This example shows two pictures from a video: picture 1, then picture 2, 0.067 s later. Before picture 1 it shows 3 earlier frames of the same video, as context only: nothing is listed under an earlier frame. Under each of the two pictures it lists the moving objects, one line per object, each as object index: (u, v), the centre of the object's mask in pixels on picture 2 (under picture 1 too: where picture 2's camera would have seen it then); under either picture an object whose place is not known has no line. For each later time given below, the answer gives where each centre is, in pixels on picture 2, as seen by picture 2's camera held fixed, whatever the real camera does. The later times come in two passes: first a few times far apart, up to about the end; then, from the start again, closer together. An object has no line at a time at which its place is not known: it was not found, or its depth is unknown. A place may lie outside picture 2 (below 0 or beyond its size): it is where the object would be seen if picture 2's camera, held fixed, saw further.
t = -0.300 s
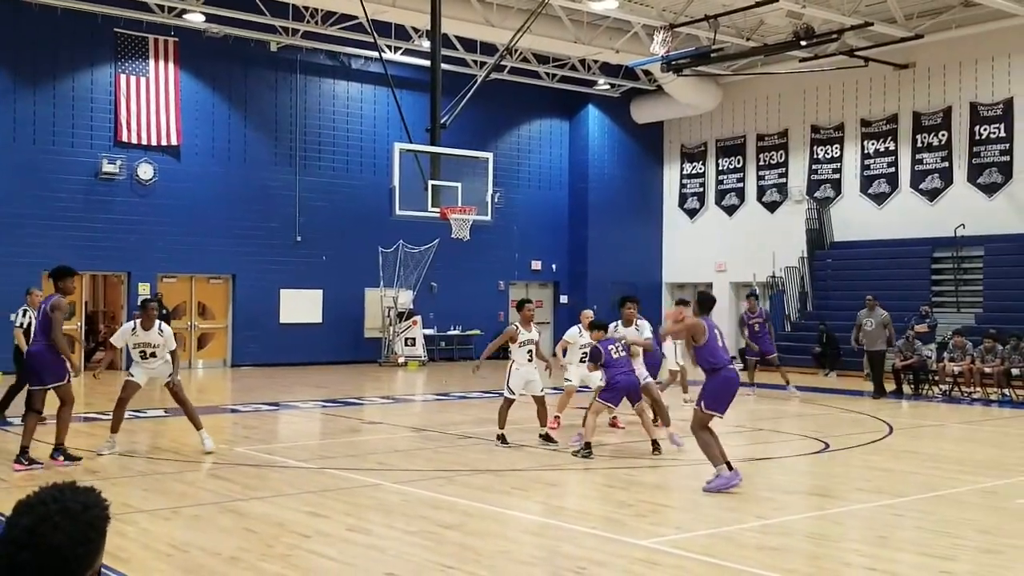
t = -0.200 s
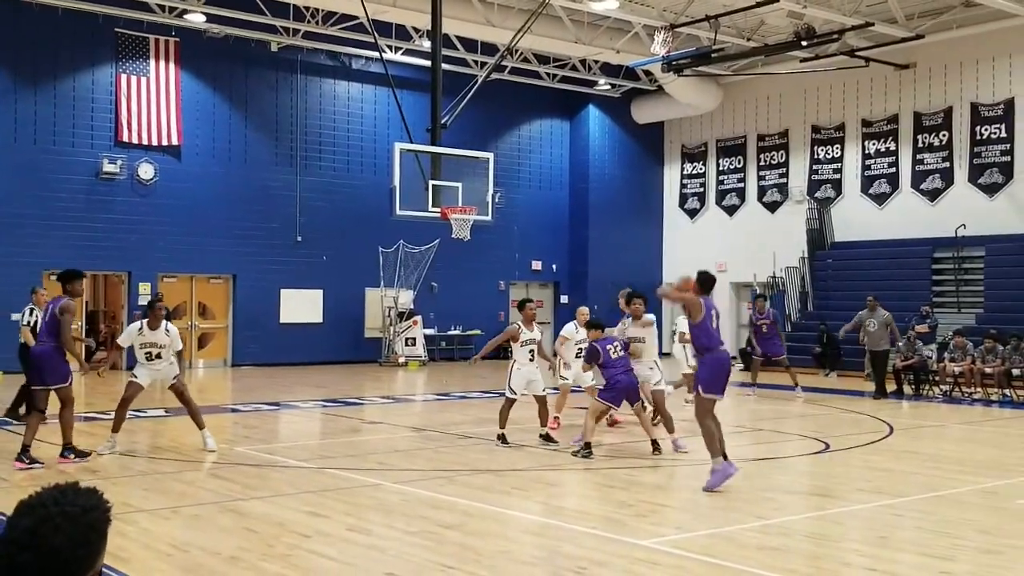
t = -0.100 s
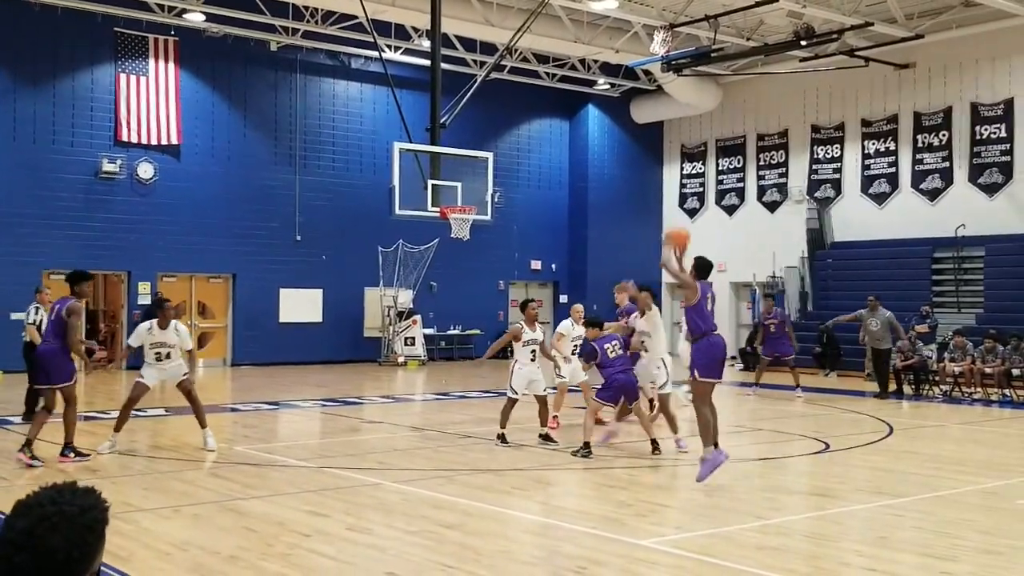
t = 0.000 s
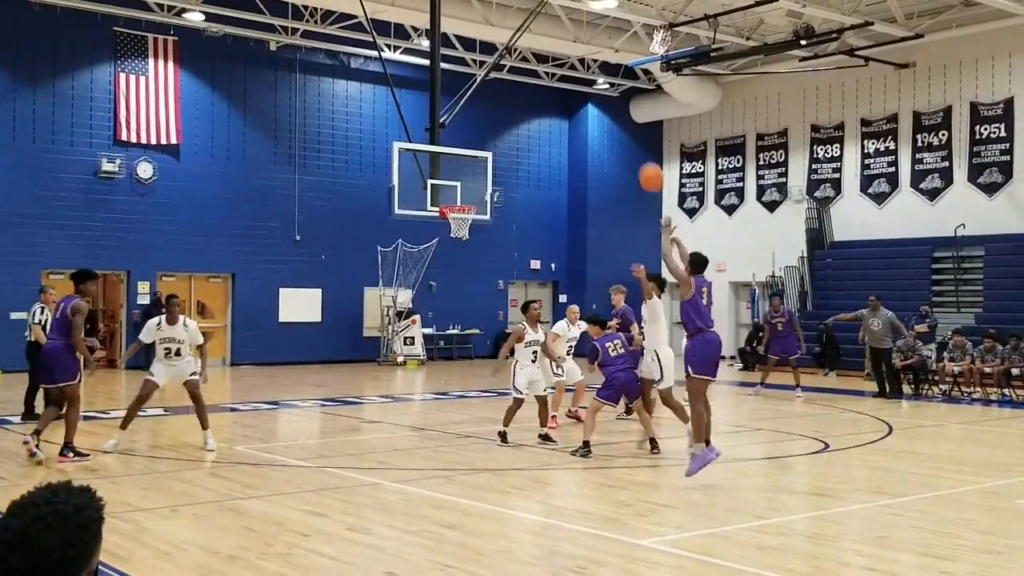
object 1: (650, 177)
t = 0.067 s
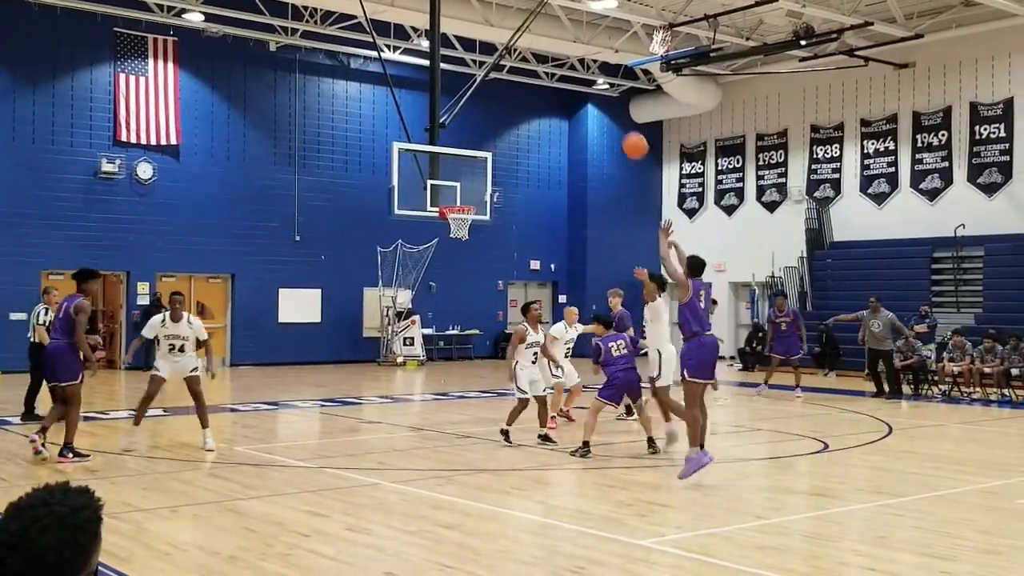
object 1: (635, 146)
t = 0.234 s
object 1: (599, 90)
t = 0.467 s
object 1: (557, 62)
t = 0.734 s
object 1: (514, 86)
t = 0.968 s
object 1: (483, 143)
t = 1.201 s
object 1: (460, 206)
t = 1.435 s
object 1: (465, 225)
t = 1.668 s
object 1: (469, 274)
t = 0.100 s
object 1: (627, 132)
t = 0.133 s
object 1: (620, 120)
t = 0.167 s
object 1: (613, 109)
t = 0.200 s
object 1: (606, 100)
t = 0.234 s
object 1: (599, 90)
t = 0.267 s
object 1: (591, 84)
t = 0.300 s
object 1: (585, 76)
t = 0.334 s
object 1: (580, 72)
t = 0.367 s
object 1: (574, 68)
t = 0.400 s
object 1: (567, 65)
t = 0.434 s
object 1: (562, 63)
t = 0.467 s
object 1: (557, 62)
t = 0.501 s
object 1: (551, 62)
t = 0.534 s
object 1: (546, 62)
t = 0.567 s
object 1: (540, 65)
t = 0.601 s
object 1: (535, 67)
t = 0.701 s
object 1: (520, 80)
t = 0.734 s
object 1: (514, 86)
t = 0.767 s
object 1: (510, 92)
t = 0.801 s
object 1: (505, 99)
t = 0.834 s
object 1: (501, 106)
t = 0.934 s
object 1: (488, 133)
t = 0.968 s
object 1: (483, 143)
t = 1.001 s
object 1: (480, 154)
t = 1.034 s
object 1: (475, 166)
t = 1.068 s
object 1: (472, 177)
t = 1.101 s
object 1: (468, 189)
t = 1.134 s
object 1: (465, 200)
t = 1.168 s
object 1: (463, 202)
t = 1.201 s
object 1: (460, 206)
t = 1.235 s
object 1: (458, 207)
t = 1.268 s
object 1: (458, 207)
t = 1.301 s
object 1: (457, 209)
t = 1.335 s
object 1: (457, 212)
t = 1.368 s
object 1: (459, 214)
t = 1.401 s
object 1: (460, 214)
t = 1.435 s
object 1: (465, 225)
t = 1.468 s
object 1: (465, 235)
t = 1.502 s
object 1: (465, 238)
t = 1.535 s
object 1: (466, 243)
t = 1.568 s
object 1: (467, 249)
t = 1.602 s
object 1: (468, 257)
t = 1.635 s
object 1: (469, 265)
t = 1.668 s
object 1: (469, 274)
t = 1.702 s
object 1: (470, 284)
